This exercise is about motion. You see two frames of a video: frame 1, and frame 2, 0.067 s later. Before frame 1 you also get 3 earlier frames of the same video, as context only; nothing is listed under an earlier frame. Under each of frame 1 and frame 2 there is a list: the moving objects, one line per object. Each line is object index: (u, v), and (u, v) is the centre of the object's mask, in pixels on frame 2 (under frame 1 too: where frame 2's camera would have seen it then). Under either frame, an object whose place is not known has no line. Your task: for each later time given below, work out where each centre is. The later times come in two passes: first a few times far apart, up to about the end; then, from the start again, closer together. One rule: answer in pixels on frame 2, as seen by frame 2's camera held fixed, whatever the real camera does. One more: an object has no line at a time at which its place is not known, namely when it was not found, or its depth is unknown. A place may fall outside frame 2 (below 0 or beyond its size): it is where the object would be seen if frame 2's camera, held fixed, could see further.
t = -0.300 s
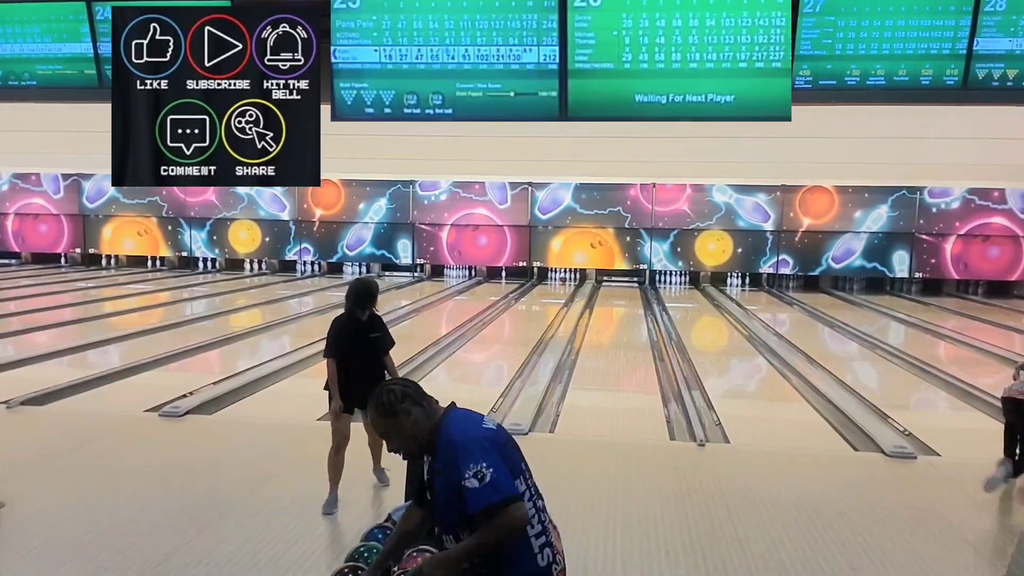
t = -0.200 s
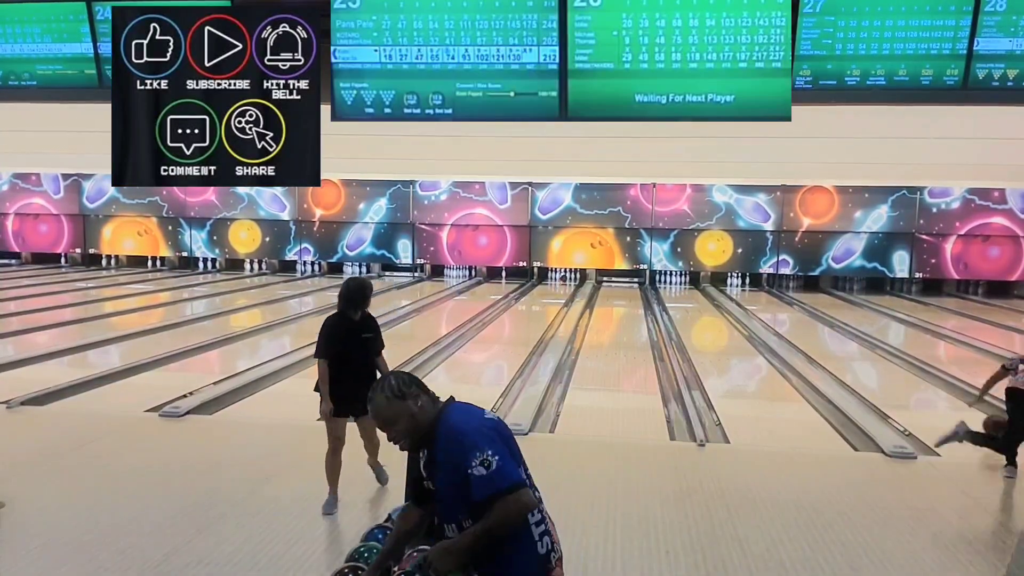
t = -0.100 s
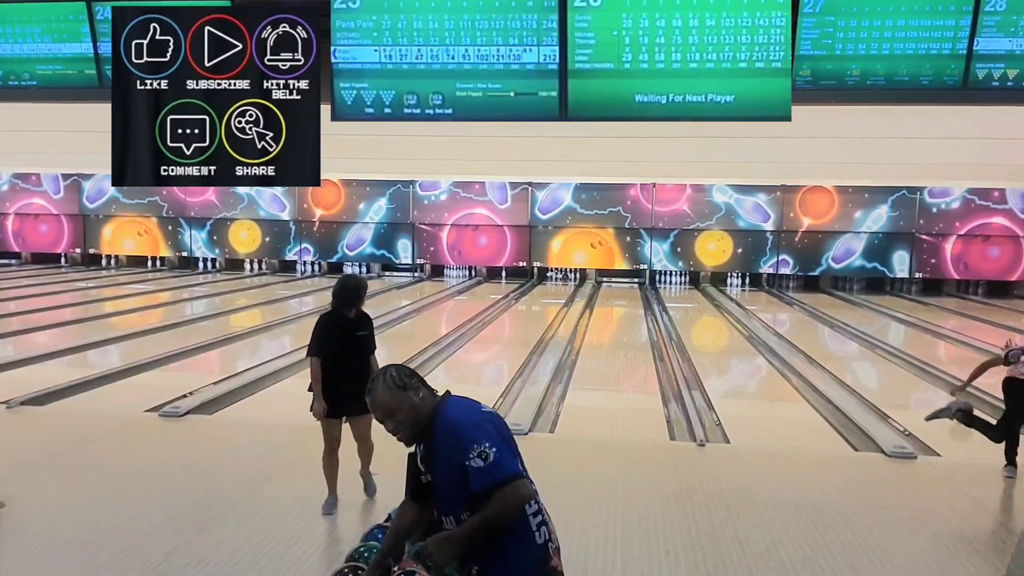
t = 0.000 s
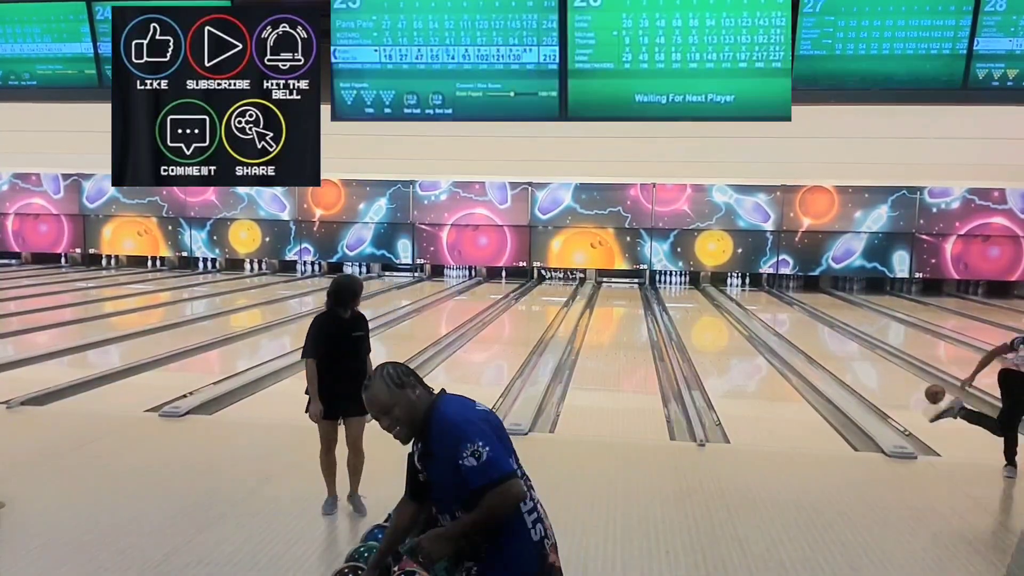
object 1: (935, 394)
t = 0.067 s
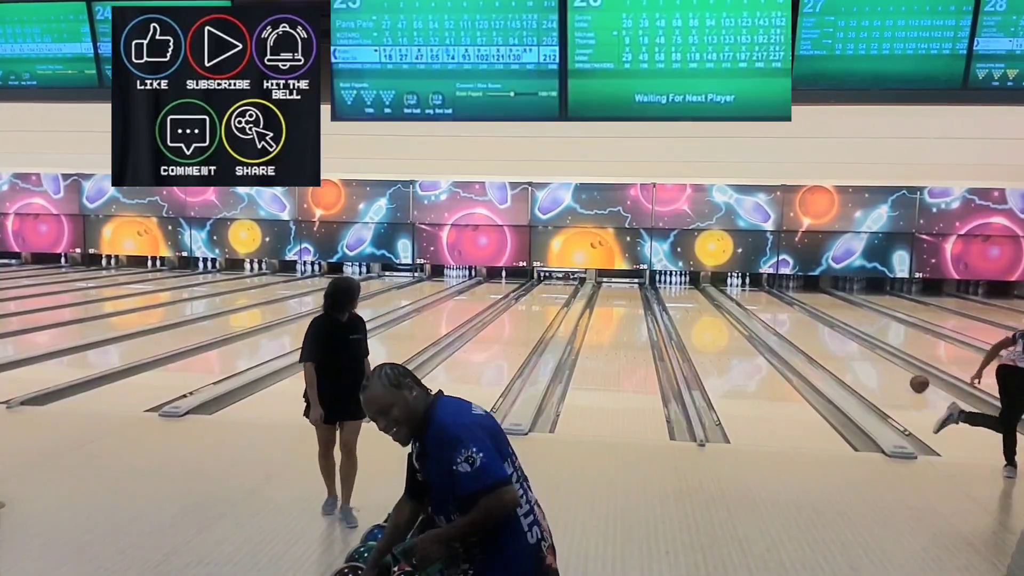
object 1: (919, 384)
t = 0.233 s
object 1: (887, 363)
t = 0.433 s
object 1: (857, 344)
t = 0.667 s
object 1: (830, 328)
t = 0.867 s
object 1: (812, 317)
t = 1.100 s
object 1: (793, 307)
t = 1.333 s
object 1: (777, 299)
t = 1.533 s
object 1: (764, 292)
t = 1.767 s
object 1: (750, 288)
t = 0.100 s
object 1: (912, 379)
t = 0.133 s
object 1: (905, 375)
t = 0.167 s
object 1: (899, 371)
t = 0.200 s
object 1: (893, 367)
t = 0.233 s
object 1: (887, 363)
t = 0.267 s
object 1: (881, 359)
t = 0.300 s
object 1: (876, 356)
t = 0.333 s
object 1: (871, 353)
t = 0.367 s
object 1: (866, 350)
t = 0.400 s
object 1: (861, 347)
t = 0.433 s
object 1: (857, 344)
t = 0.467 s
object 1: (853, 341)
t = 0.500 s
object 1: (849, 339)
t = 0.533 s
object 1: (845, 337)
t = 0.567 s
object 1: (841, 334)
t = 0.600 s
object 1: (837, 332)
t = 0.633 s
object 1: (834, 330)
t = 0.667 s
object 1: (830, 328)
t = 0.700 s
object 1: (827, 326)
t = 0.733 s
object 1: (824, 324)
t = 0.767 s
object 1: (821, 322)
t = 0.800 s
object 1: (817, 320)
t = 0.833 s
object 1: (815, 319)
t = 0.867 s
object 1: (812, 317)
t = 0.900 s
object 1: (809, 315)
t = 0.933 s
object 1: (806, 313)
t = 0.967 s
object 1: (803, 312)
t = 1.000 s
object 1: (801, 310)
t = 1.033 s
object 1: (798, 309)
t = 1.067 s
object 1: (796, 308)
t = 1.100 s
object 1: (793, 307)
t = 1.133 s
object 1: (791, 305)
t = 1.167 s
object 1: (788, 304)
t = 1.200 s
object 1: (787, 303)
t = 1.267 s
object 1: (781, 301)
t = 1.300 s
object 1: (779, 300)
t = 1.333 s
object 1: (777, 299)
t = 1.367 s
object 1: (775, 297)
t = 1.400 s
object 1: (772, 296)
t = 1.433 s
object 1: (770, 295)
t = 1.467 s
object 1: (768, 294)
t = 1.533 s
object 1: (764, 292)
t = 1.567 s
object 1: (762, 292)
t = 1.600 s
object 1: (760, 291)
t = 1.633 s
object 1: (758, 290)
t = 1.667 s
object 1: (757, 290)
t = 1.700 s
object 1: (754, 288)
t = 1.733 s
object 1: (755, 288)
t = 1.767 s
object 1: (750, 288)
